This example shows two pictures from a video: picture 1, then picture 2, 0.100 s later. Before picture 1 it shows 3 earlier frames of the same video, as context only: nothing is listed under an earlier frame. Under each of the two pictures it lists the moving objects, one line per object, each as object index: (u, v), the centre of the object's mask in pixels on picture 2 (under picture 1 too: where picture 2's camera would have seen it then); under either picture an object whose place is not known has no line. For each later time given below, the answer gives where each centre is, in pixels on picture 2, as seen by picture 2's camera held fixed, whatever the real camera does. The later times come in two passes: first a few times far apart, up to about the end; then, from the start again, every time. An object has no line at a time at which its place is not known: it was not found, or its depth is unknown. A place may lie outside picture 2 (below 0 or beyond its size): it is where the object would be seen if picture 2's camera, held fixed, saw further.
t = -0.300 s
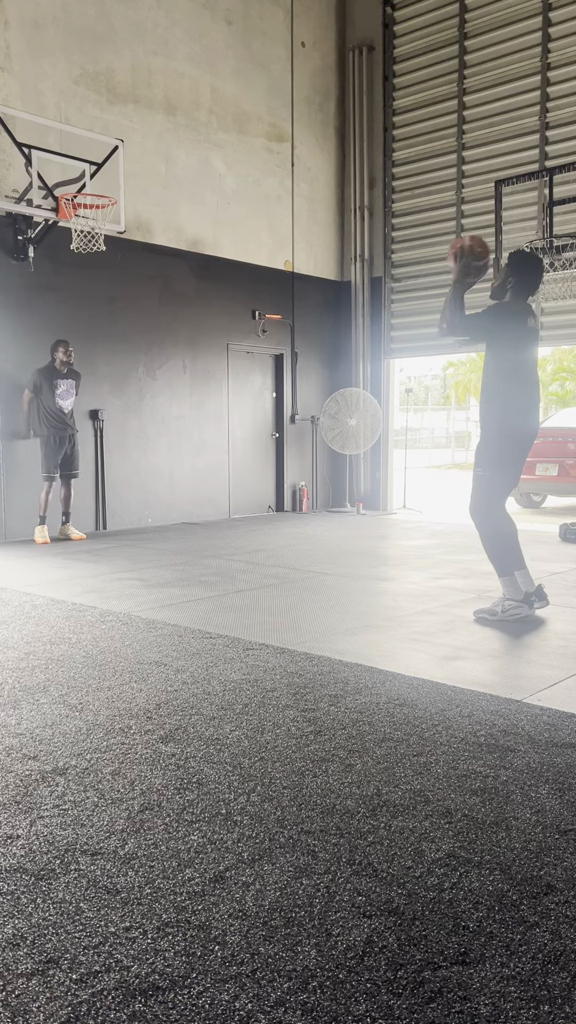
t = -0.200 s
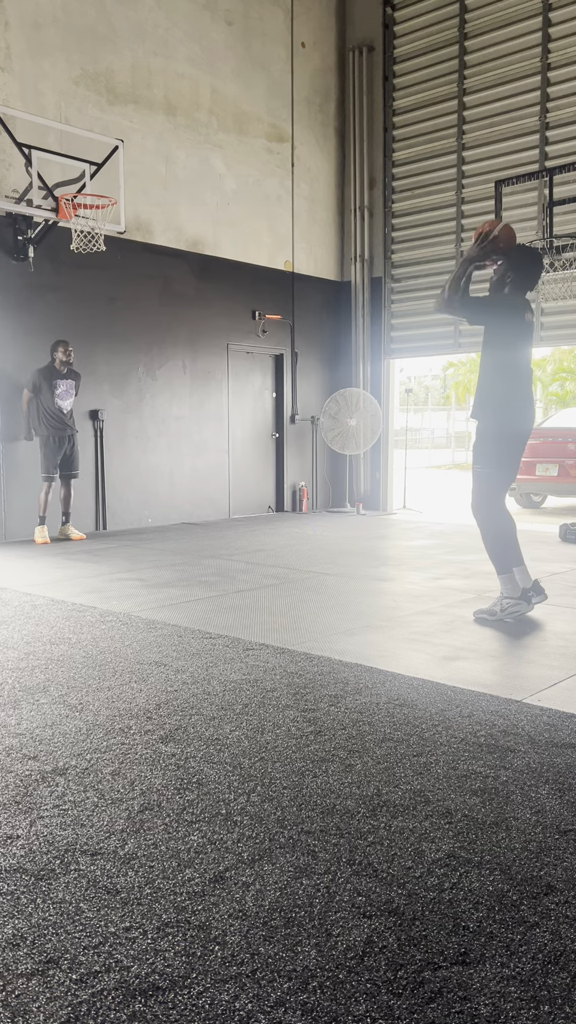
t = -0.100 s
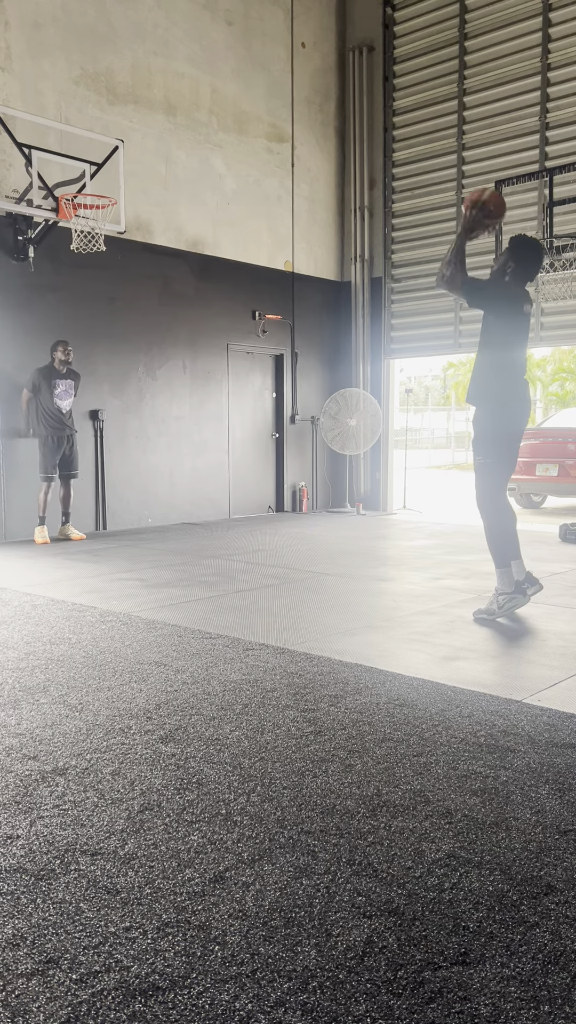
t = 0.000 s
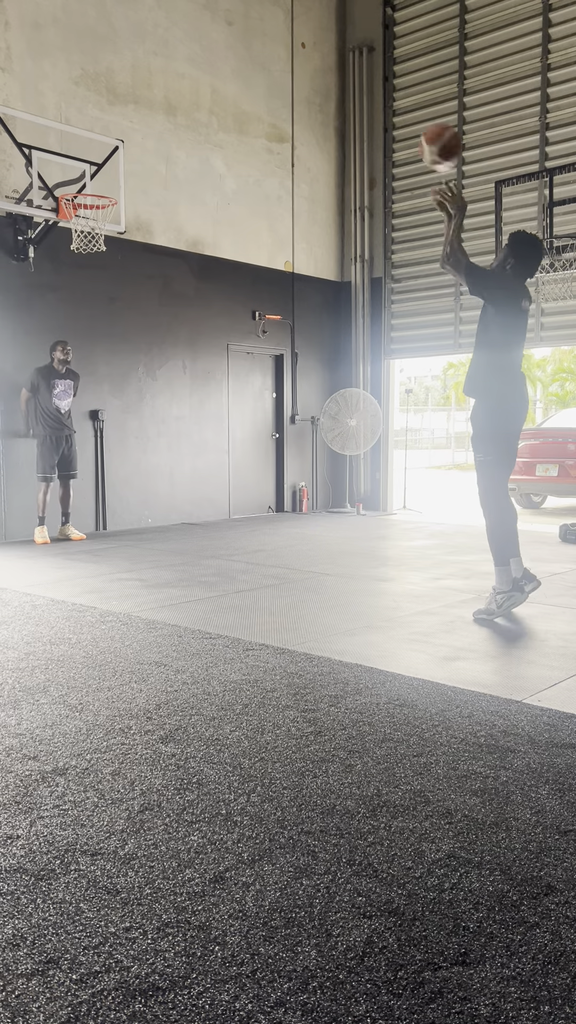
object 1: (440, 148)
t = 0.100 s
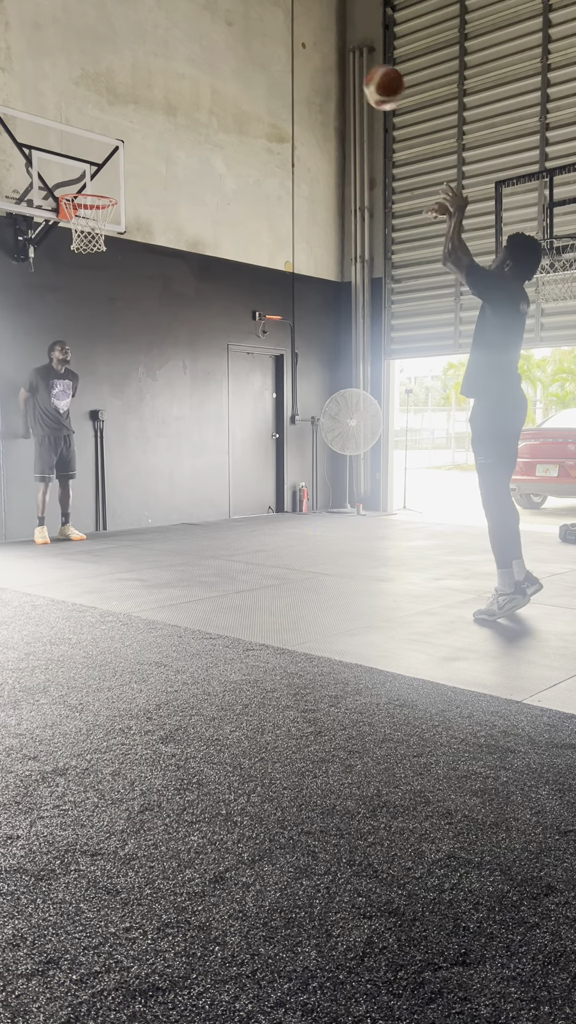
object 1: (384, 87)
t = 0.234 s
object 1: (317, 41)
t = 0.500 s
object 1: (207, 37)
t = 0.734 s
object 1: (132, 110)
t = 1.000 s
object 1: (90, 217)
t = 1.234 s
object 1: (97, 225)
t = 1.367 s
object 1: (94, 256)
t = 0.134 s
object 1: (366, 72)
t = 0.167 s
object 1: (349, 60)
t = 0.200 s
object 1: (333, 49)
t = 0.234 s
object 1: (317, 41)
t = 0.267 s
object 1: (301, 34)
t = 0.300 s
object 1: (287, 30)
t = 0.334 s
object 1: (273, 27)
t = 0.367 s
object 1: (258, 26)
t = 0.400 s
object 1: (245, 27)
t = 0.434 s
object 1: (231, 29)
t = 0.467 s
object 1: (219, 32)
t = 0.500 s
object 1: (207, 37)
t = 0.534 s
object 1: (195, 44)
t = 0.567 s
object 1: (183, 52)
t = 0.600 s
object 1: (173, 61)
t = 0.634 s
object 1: (162, 72)
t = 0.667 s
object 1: (152, 82)
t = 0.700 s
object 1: (142, 95)
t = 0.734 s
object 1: (132, 110)
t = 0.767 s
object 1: (122, 125)
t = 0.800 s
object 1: (114, 140)
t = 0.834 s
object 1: (105, 156)
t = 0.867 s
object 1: (96, 174)
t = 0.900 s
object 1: (89, 190)
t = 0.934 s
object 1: (85, 204)
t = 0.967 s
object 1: (87, 211)
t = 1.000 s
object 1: (90, 217)
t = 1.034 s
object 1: (93, 218)
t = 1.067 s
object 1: (94, 216)
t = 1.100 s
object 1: (95, 213)
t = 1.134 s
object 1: (94, 211)
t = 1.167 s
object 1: (95, 214)
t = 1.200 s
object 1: (98, 221)
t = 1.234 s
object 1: (97, 225)
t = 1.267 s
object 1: (97, 231)
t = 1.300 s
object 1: (95, 243)
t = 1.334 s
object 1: (95, 249)
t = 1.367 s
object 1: (94, 256)
